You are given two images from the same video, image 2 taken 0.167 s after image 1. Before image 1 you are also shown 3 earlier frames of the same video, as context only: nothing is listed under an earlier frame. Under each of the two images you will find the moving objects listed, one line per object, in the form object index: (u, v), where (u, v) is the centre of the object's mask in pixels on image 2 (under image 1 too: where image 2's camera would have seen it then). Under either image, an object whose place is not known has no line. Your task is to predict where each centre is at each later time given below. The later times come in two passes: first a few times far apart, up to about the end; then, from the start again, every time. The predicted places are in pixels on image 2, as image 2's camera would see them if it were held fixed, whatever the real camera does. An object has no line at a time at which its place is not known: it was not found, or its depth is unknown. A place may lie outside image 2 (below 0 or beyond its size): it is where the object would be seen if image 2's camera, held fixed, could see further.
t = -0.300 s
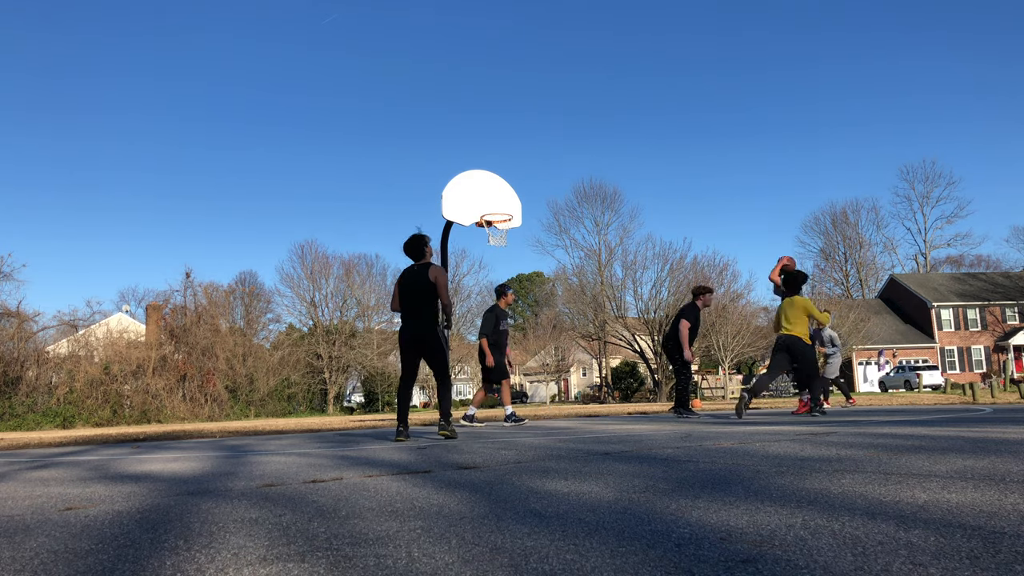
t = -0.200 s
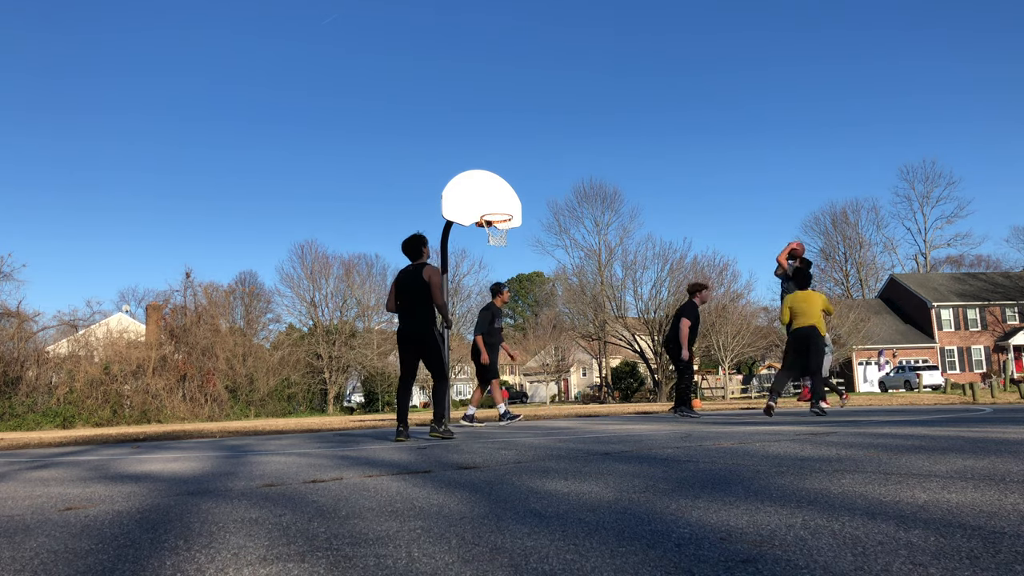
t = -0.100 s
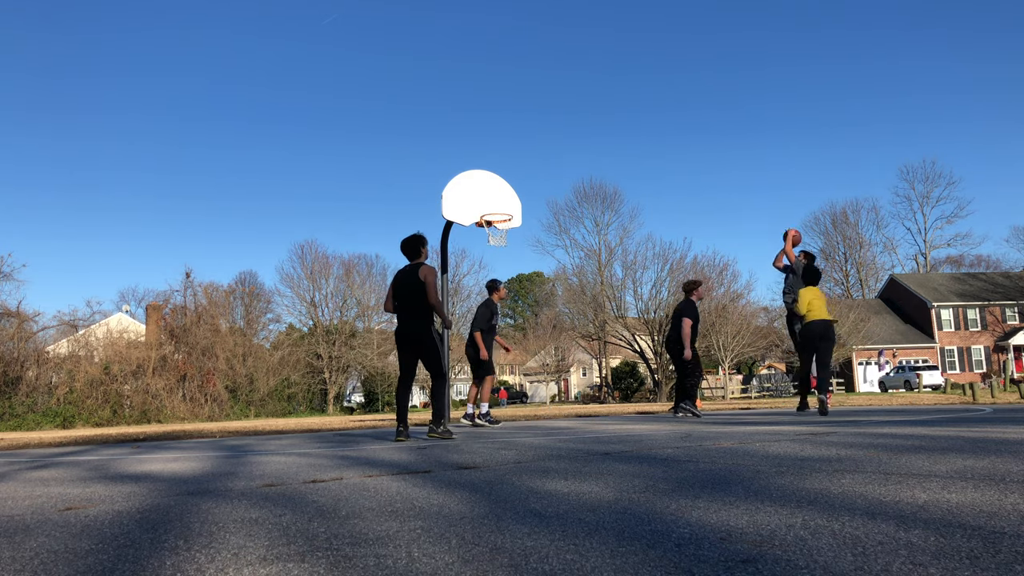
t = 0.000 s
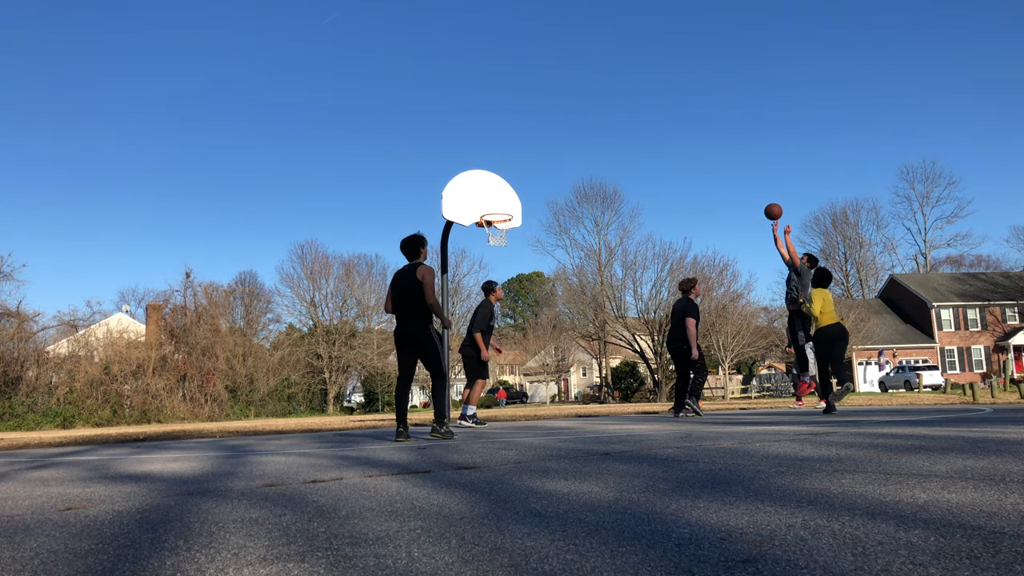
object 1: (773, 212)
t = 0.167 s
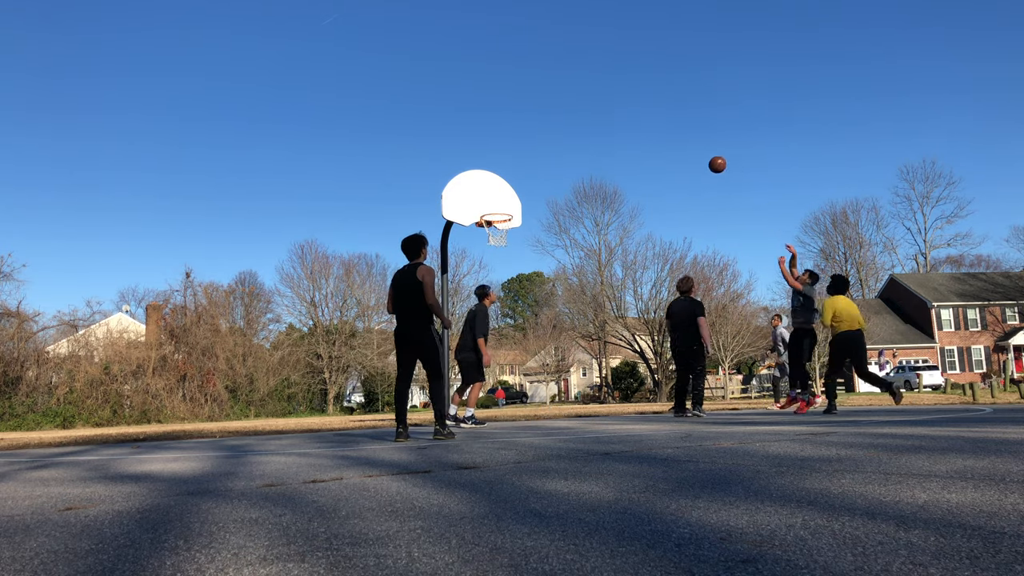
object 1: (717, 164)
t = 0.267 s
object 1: (686, 146)
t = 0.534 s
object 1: (608, 130)
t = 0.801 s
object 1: (537, 160)
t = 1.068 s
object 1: (495, 211)
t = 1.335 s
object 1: (521, 212)
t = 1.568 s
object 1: (547, 235)
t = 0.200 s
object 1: (706, 158)
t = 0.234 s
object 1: (696, 151)
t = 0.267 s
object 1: (686, 146)
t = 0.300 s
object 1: (675, 141)
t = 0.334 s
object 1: (665, 138)
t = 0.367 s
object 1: (655, 135)
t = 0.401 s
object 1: (646, 132)
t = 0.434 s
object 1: (636, 131)
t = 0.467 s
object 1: (627, 130)
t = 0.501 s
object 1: (617, 130)
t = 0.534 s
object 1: (608, 130)
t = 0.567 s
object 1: (599, 131)
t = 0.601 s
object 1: (589, 134)
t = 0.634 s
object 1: (580, 136)
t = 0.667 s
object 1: (572, 139)
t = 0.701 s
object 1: (563, 143)
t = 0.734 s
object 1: (554, 148)
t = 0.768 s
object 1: (545, 153)
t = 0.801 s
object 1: (537, 160)
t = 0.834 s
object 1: (528, 166)
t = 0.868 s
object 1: (520, 174)
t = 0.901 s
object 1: (512, 182)
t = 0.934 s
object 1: (503, 191)
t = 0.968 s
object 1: (495, 200)
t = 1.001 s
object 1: (487, 210)
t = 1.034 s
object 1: (490, 211)
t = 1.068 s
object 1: (495, 211)
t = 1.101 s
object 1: (499, 212)
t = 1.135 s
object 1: (503, 208)
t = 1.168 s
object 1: (506, 208)
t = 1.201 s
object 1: (508, 208)
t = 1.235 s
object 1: (512, 208)
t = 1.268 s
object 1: (515, 208)
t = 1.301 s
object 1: (518, 210)
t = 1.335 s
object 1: (521, 212)
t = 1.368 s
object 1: (524, 215)
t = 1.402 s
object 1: (528, 217)
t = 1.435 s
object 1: (532, 219)
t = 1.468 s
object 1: (536, 222)
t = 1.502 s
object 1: (539, 226)
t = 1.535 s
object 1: (543, 230)
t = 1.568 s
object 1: (547, 235)
